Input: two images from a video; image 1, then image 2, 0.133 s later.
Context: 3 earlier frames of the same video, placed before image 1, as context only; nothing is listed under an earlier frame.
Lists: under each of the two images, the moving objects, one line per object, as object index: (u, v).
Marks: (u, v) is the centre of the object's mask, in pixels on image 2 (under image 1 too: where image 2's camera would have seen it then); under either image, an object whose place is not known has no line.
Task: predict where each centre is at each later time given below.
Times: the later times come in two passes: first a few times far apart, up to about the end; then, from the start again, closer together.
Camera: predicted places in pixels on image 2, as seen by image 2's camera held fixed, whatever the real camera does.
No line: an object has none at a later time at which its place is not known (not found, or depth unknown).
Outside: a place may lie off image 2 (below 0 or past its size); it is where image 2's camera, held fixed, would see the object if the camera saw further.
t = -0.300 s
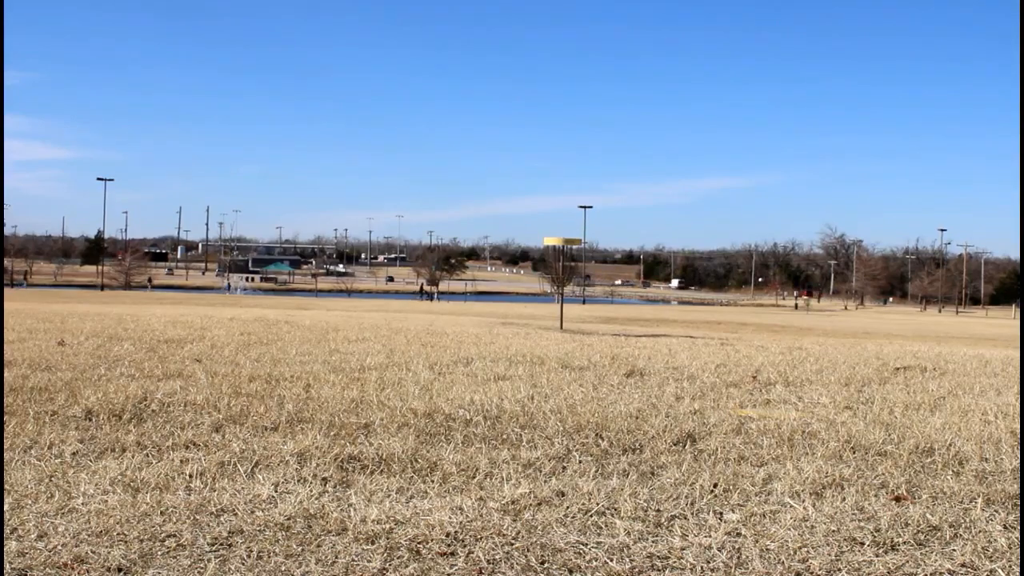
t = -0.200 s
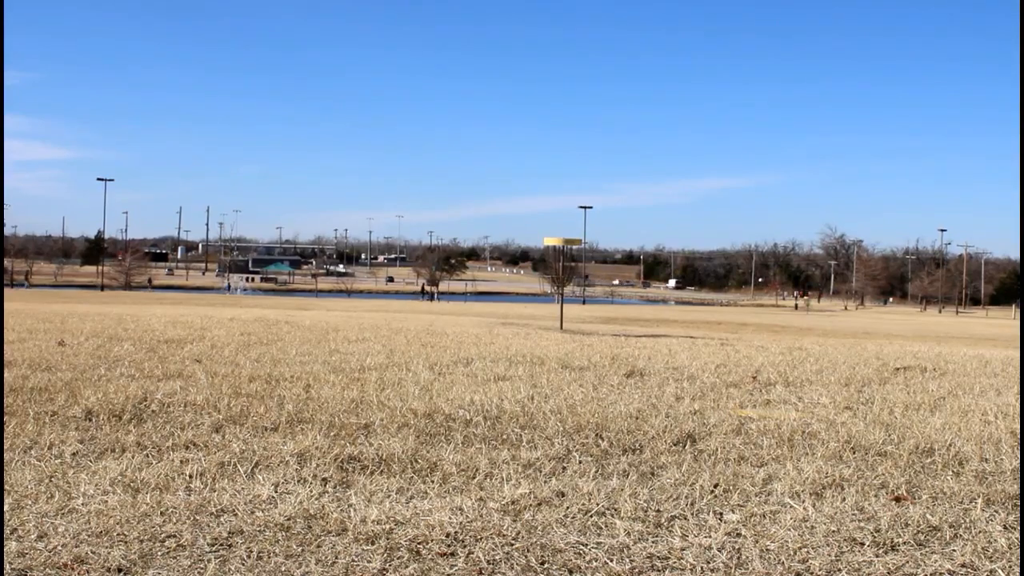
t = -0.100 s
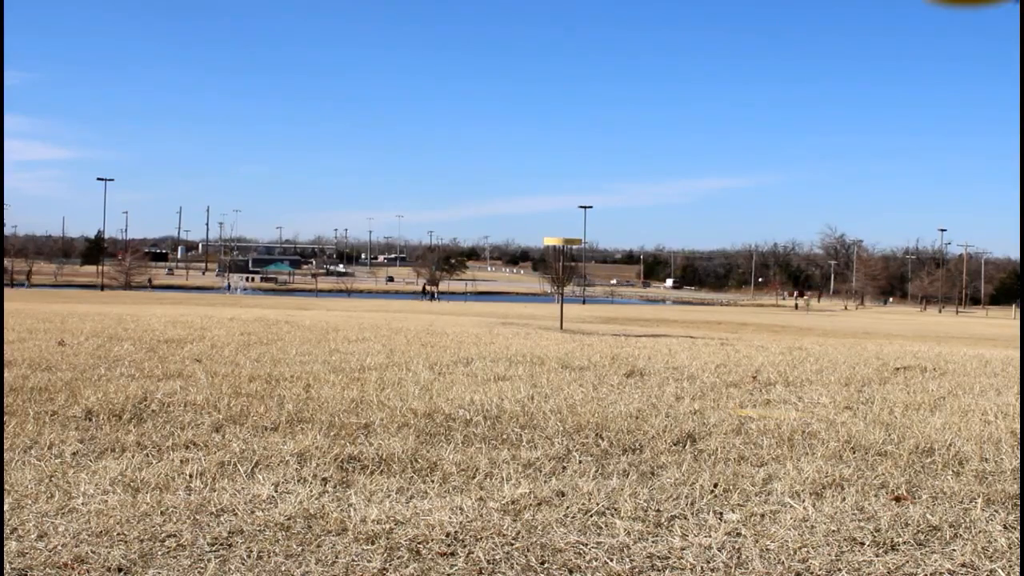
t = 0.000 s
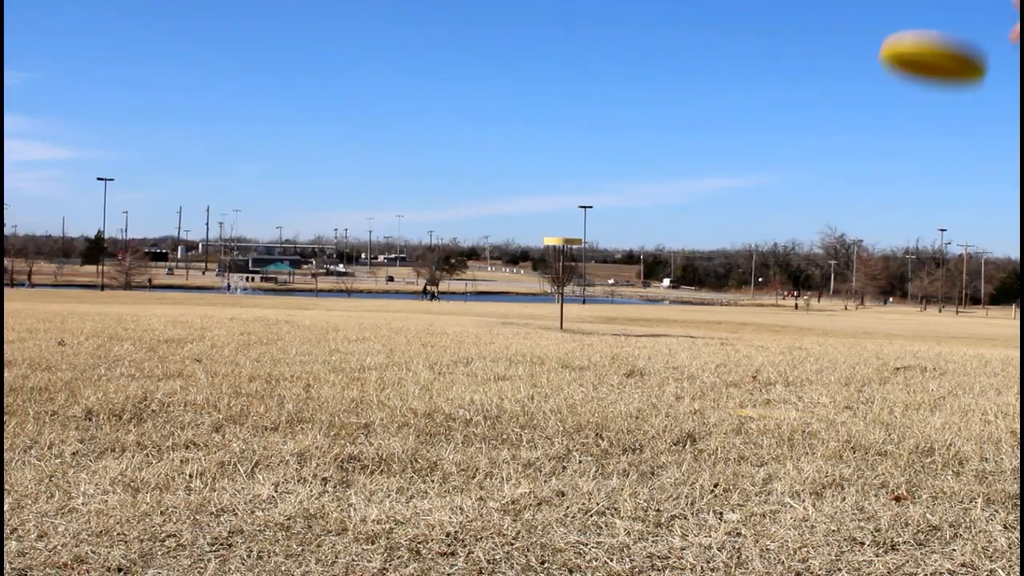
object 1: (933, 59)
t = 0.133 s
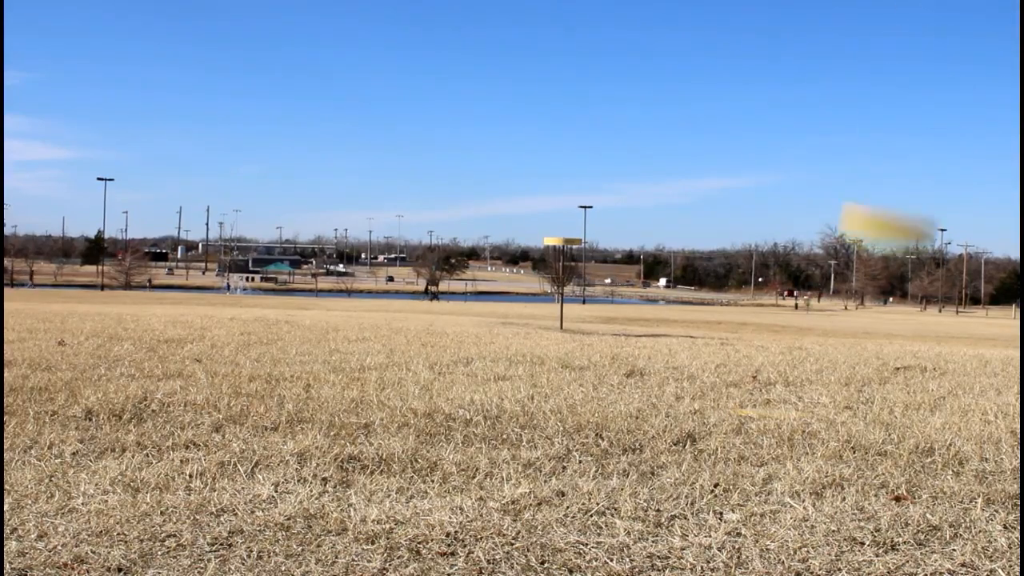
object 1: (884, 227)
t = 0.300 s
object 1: (849, 409)
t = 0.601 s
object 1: (860, 415)
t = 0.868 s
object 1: (860, 415)
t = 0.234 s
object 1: (858, 377)
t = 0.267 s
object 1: (856, 398)
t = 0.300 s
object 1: (849, 409)
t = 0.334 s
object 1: (854, 403)
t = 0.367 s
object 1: (855, 399)
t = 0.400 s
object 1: (856, 400)
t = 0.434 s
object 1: (861, 406)
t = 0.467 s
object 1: (861, 412)
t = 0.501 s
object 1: (859, 415)
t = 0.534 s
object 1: (861, 415)
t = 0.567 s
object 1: (860, 414)
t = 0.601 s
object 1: (860, 415)
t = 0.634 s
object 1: (860, 415)
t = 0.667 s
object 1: (860, 415)
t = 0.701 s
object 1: (860, 415)
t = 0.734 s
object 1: (860, 415)
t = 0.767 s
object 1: (860, 415)
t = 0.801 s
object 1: (860, 415)
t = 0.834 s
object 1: (860, 415)
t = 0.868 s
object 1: (860, 415)
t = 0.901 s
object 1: (860, 415)
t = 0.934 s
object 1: (860, 415)
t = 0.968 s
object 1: (860, 415)
